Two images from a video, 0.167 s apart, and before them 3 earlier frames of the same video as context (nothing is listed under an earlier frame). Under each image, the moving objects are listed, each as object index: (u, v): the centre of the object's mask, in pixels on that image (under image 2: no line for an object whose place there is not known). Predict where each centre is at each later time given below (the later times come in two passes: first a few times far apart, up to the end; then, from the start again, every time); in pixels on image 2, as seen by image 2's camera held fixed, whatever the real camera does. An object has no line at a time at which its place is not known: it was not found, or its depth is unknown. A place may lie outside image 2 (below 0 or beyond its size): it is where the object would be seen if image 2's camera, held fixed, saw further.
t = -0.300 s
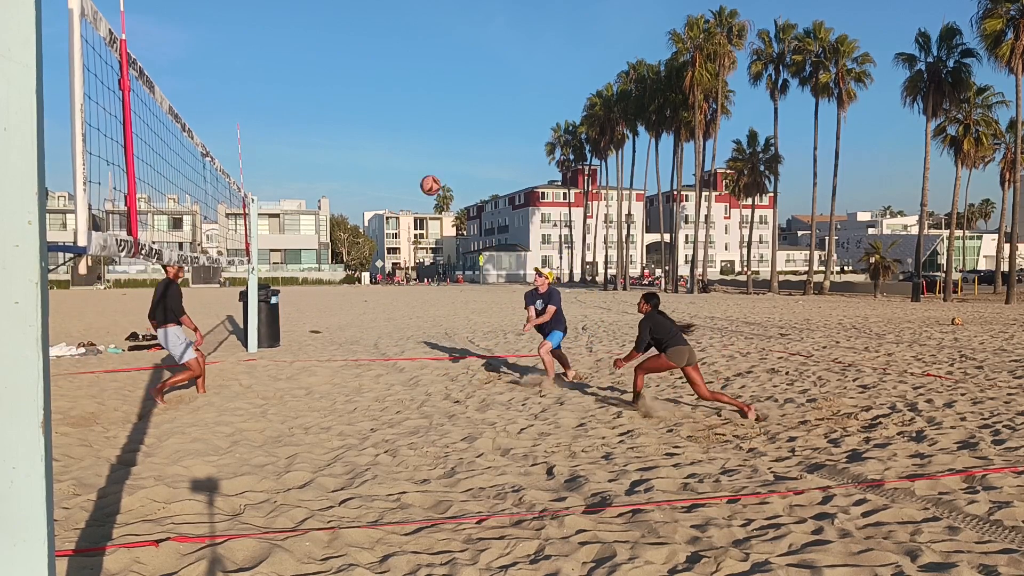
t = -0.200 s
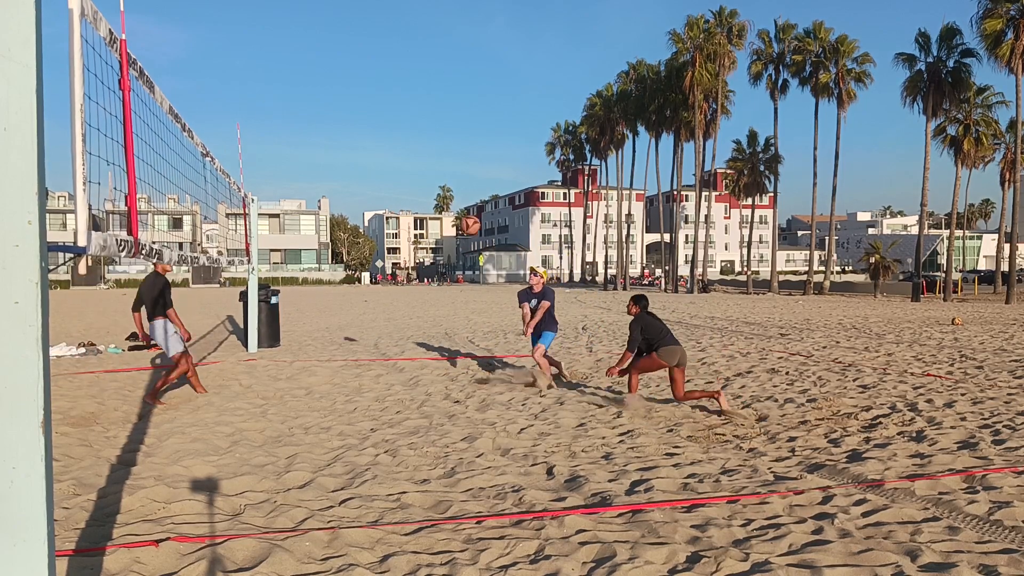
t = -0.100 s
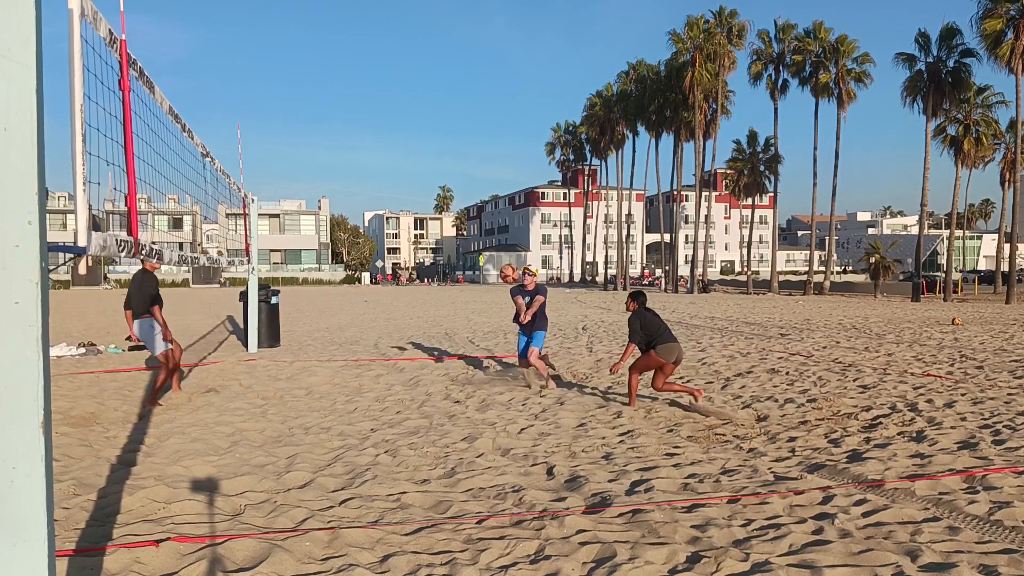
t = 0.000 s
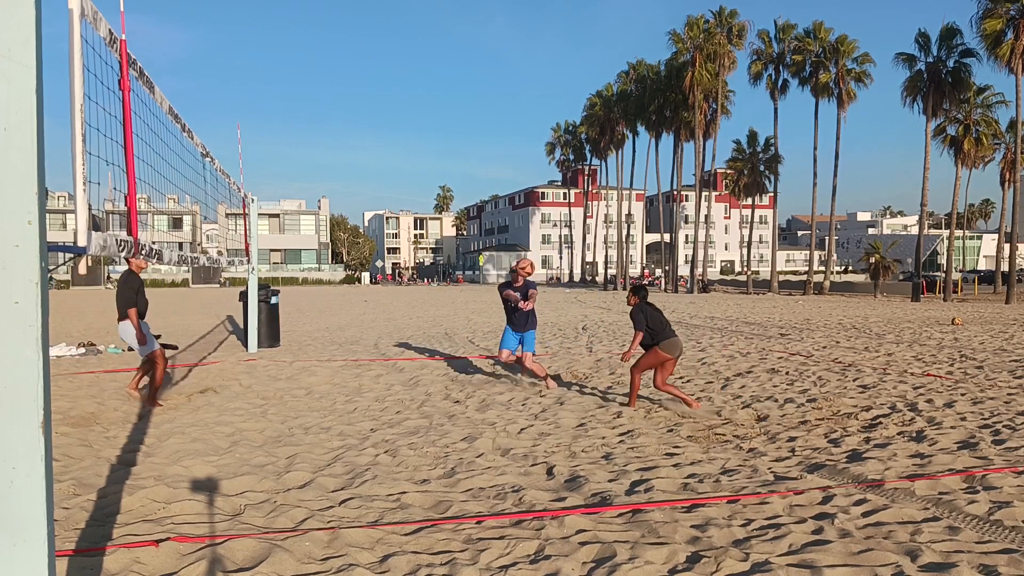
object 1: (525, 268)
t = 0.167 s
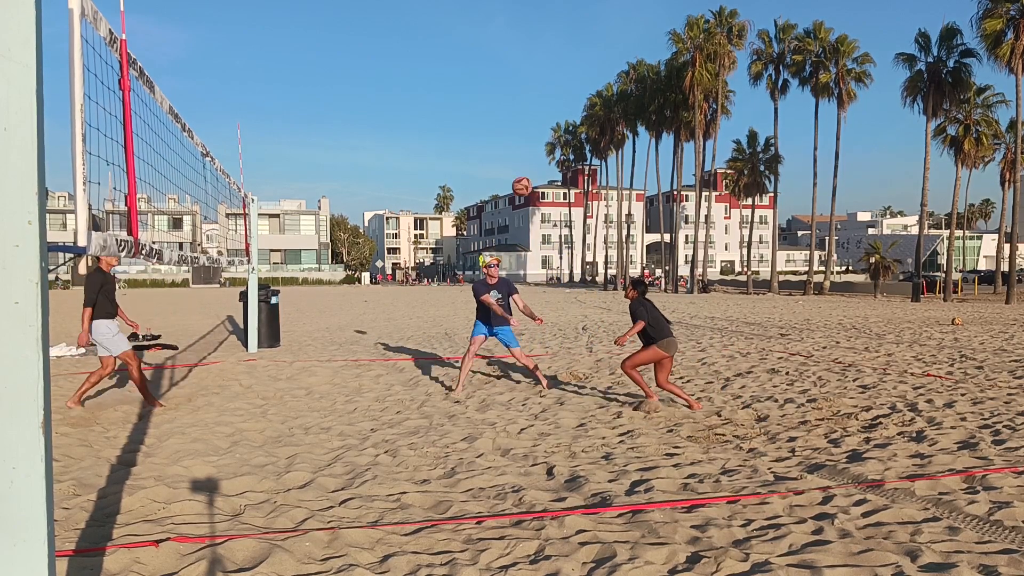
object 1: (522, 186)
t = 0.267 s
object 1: (520, 148)
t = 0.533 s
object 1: (511, 89)
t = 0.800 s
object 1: (506, 100)
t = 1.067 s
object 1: (499, 184)
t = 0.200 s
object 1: (521, 173)
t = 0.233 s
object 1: (521, 160)
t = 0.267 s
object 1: (520, 148)
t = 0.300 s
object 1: (519, 137)
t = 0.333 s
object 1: (518, 127)
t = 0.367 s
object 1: (516, 119)
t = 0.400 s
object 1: (516, 111)
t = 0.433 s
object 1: (514, 104)
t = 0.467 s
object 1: (513, 98)
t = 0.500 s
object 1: (512, 93)
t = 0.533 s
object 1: (511, 89)
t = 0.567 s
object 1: (511, 86)
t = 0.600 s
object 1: (510, 85)
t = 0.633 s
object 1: (509, 84)
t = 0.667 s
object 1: (508, 85)
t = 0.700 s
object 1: (508, 87)
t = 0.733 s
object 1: (507, 90)
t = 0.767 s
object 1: (506, 94)
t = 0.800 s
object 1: (506, 100)
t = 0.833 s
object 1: (505, 106)
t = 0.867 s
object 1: (504, 114)
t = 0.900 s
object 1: (503, 123)
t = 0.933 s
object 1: (502, 133)
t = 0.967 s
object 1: (502, 144)
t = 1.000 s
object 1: (501, 156)
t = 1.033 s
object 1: (500, 170)
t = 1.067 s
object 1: (499, 184)
